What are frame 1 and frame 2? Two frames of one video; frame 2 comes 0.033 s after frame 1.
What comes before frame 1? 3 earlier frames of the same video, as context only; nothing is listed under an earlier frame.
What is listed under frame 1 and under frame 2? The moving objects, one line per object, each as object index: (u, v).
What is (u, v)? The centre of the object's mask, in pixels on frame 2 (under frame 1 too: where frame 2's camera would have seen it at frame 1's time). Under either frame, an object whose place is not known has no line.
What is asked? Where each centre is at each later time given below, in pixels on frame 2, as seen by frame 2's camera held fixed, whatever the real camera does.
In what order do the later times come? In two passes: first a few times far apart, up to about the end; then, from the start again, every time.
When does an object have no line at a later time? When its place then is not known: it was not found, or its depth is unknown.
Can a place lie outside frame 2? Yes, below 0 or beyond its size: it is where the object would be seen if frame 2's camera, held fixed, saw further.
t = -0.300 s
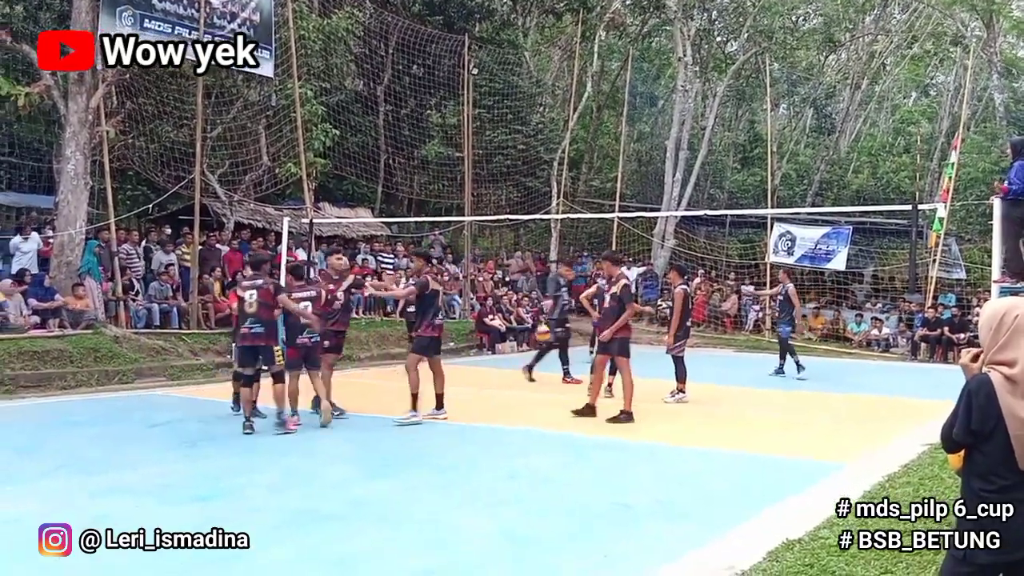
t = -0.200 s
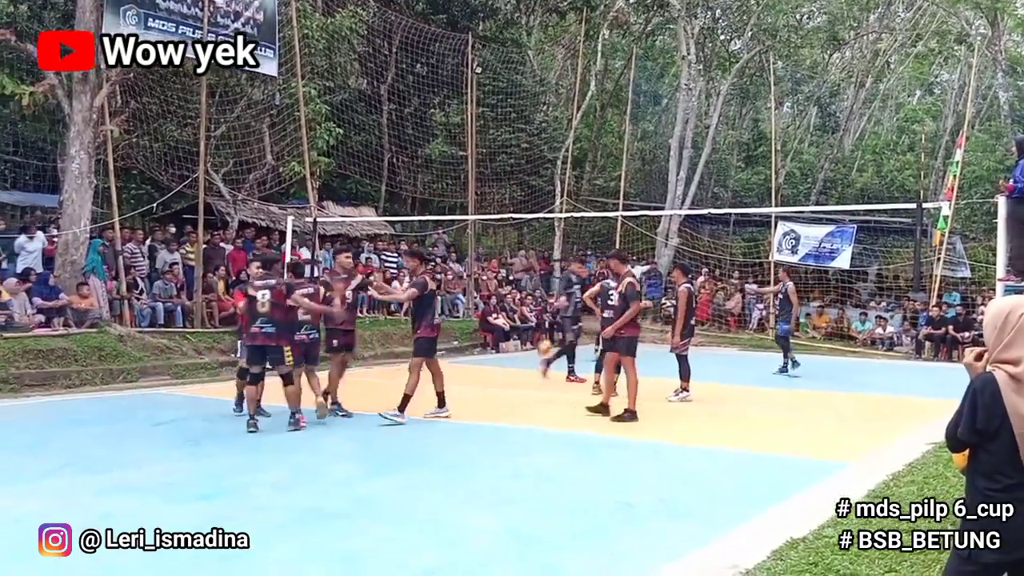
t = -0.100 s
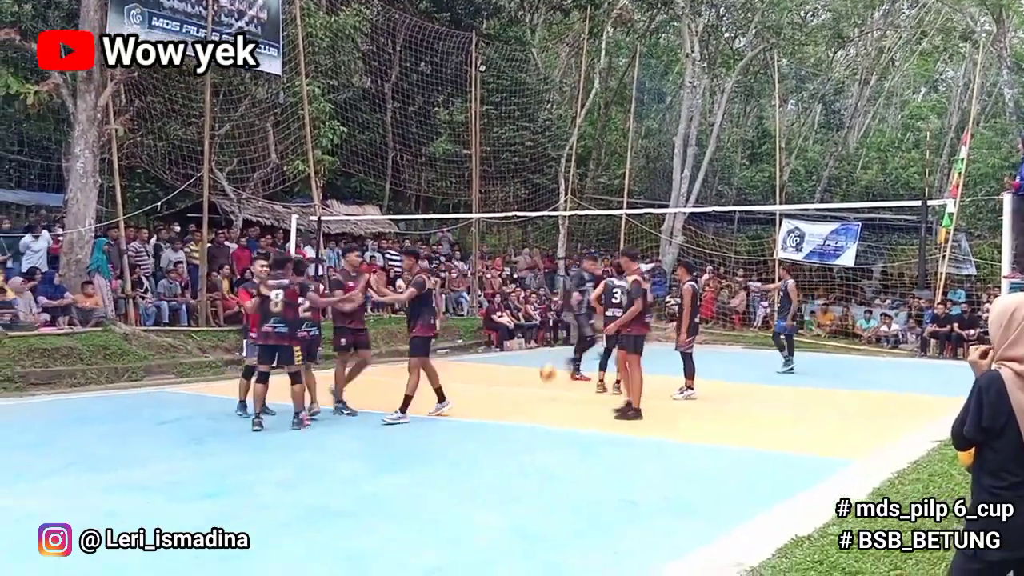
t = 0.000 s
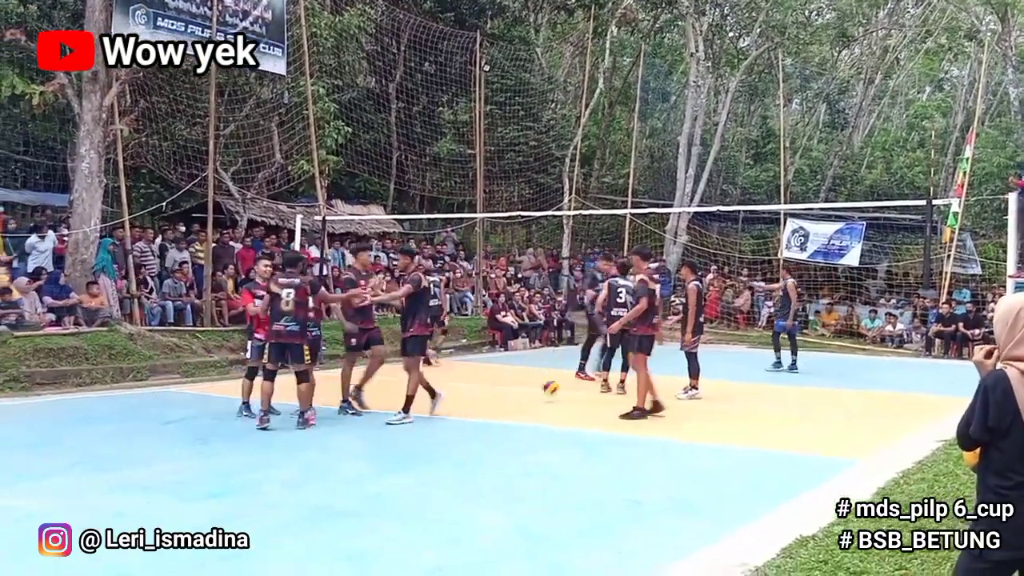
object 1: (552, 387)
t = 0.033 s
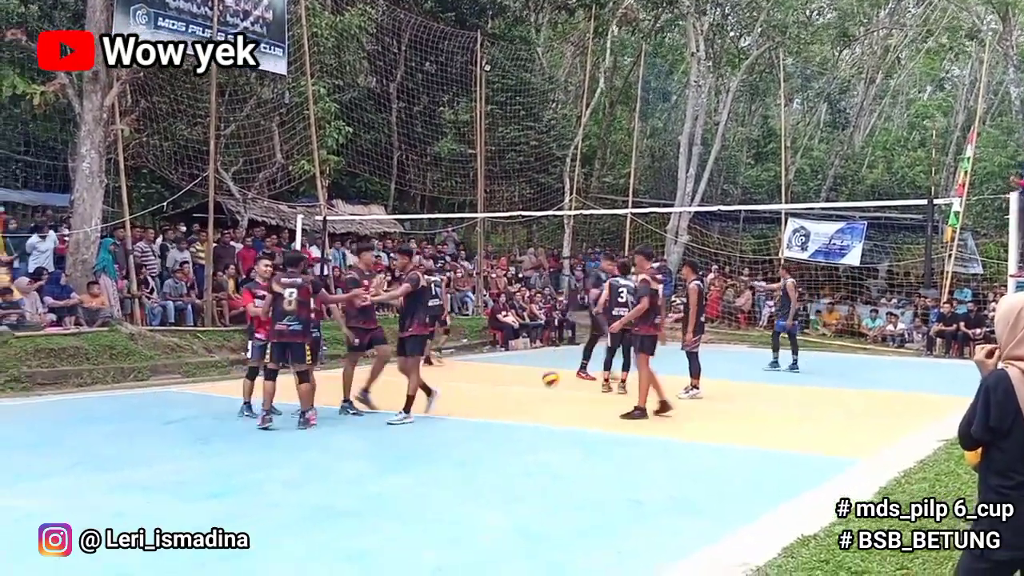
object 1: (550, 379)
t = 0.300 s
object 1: (544, 350)
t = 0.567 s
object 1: (536, 385)
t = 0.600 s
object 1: (535, 393)
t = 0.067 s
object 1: (550, 373)
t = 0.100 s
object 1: (549, 366)
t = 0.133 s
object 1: (548, 361)
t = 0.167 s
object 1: (548, 357)
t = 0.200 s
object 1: (547, 354)
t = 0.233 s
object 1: (547, 352)
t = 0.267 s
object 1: (545, 351)
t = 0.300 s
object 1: (544, 350)
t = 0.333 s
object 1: (544, 351)
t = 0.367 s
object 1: (542, 352)
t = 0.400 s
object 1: (542, 354)
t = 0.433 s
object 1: (541, 358)
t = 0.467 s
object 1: (540, 363)
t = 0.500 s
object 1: (539, 368)
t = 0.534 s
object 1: (537, 376)
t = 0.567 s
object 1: (536, 385)
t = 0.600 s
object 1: (535, 393)
